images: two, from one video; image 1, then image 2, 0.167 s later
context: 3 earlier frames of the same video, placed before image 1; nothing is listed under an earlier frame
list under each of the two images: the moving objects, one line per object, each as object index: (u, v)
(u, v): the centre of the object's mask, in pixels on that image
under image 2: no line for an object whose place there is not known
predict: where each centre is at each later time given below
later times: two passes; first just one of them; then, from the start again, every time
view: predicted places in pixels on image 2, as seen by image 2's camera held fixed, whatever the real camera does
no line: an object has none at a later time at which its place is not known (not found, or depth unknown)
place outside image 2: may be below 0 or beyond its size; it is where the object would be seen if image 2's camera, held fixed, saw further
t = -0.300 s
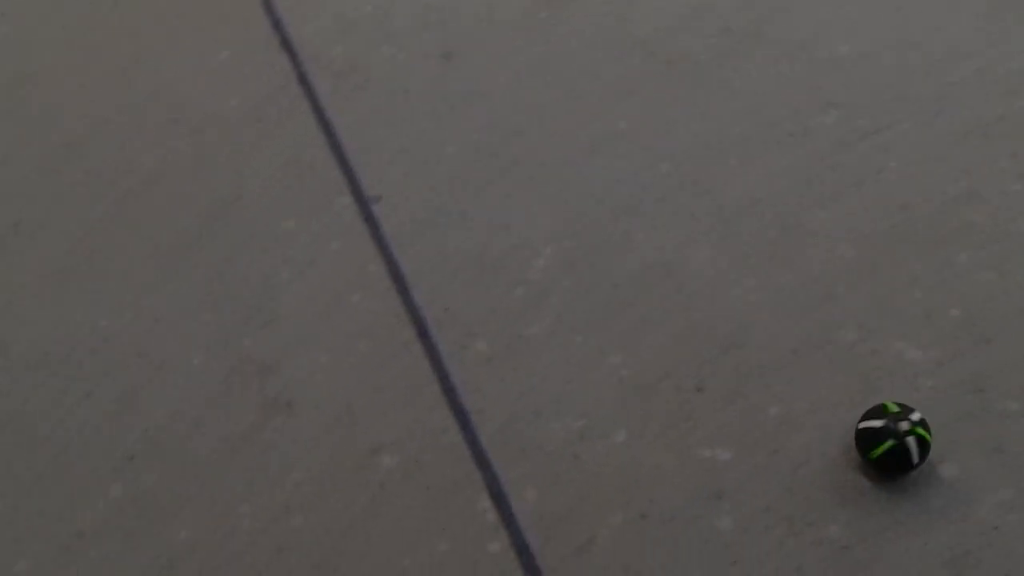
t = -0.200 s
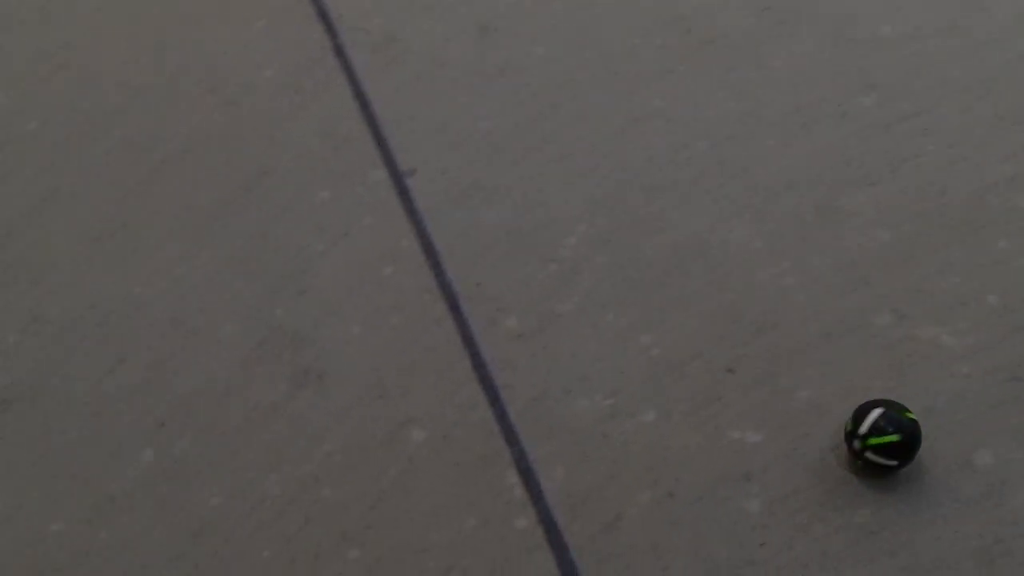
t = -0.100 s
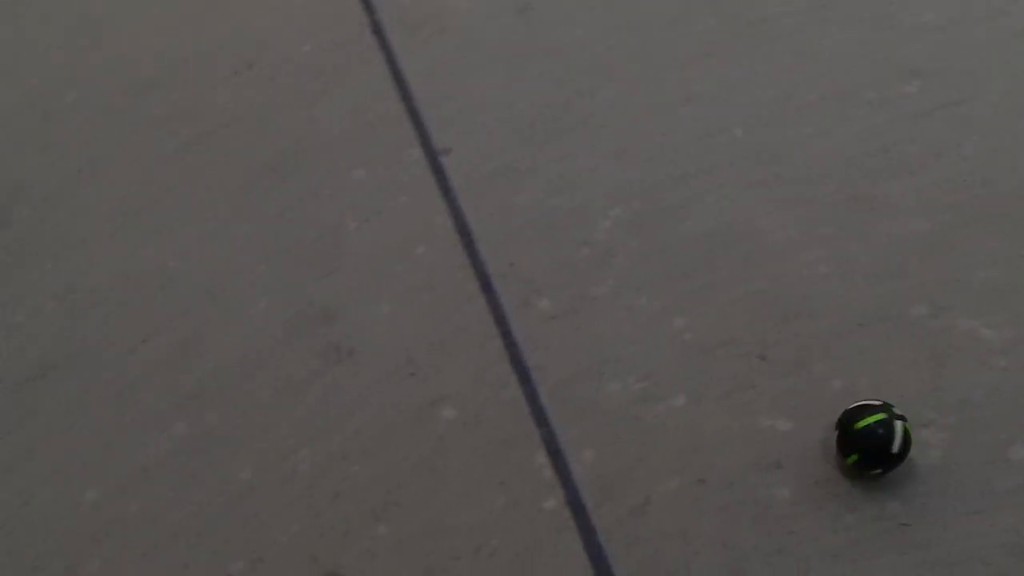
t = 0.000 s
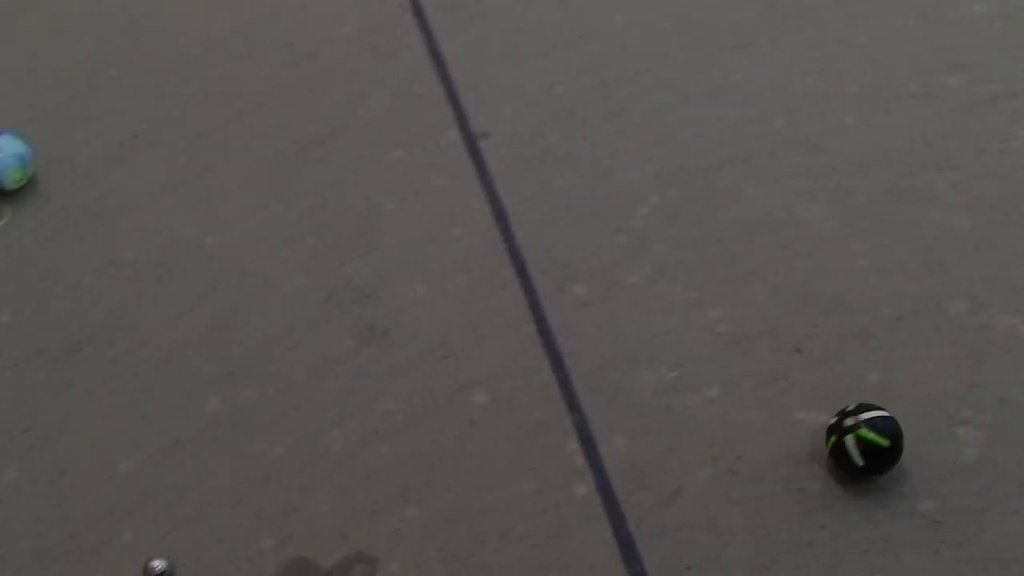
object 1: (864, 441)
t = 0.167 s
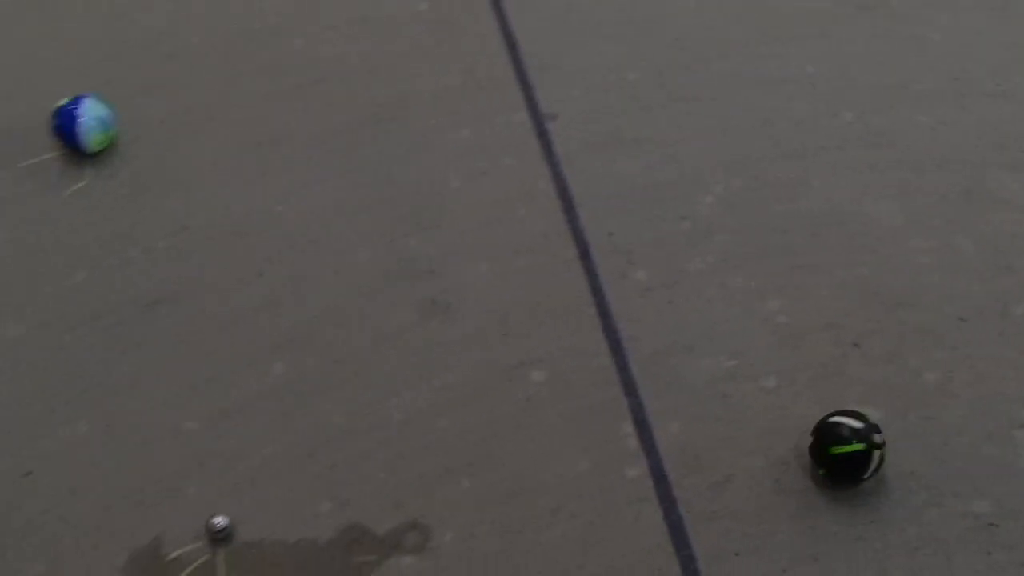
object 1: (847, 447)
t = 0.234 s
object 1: (819, 451)
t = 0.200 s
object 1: (833, 449)
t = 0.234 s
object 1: (819, 451)
